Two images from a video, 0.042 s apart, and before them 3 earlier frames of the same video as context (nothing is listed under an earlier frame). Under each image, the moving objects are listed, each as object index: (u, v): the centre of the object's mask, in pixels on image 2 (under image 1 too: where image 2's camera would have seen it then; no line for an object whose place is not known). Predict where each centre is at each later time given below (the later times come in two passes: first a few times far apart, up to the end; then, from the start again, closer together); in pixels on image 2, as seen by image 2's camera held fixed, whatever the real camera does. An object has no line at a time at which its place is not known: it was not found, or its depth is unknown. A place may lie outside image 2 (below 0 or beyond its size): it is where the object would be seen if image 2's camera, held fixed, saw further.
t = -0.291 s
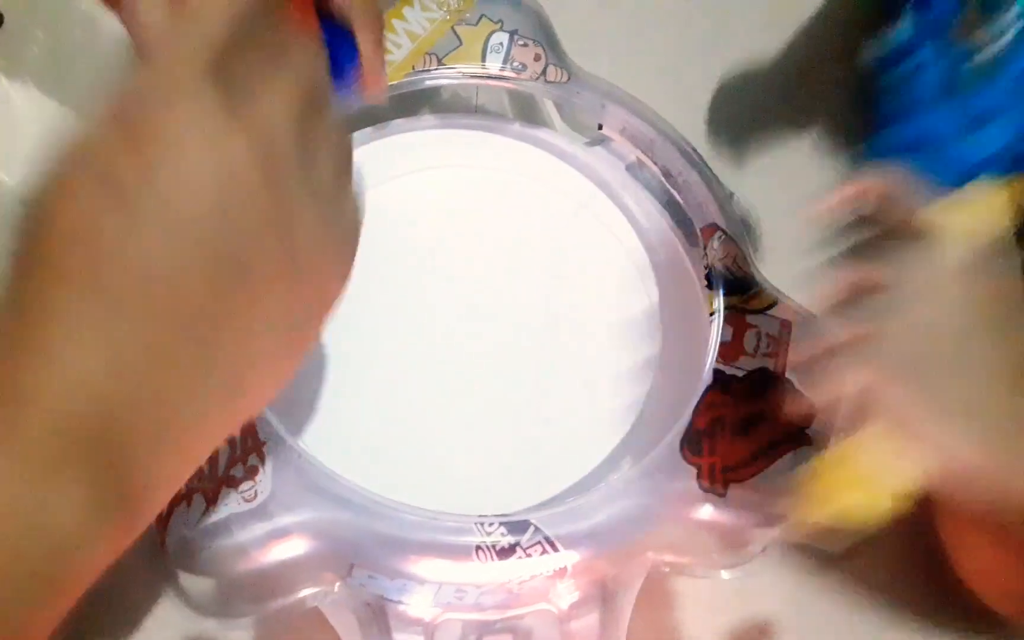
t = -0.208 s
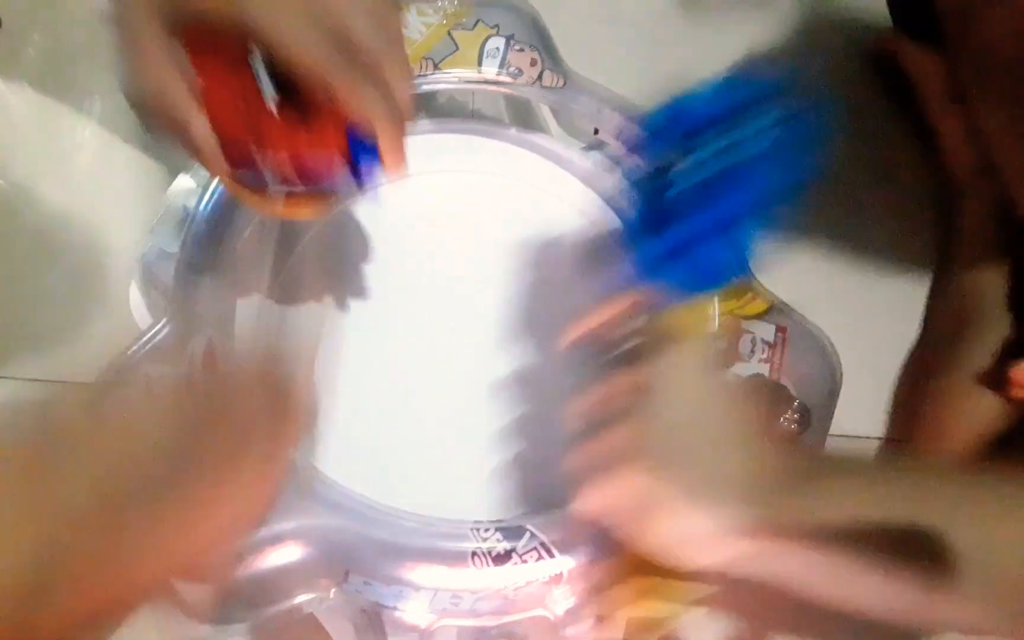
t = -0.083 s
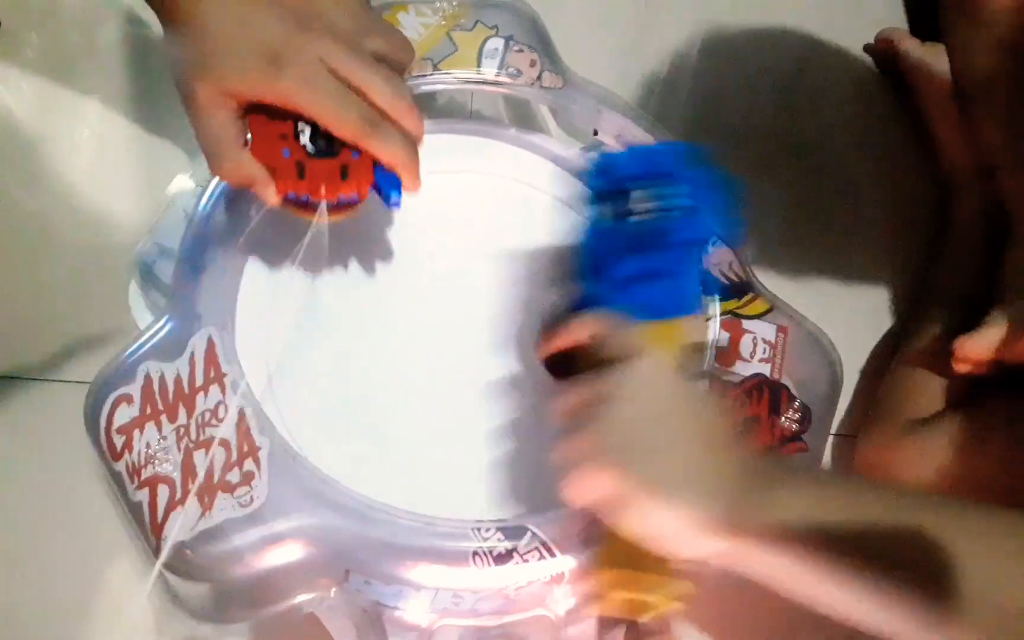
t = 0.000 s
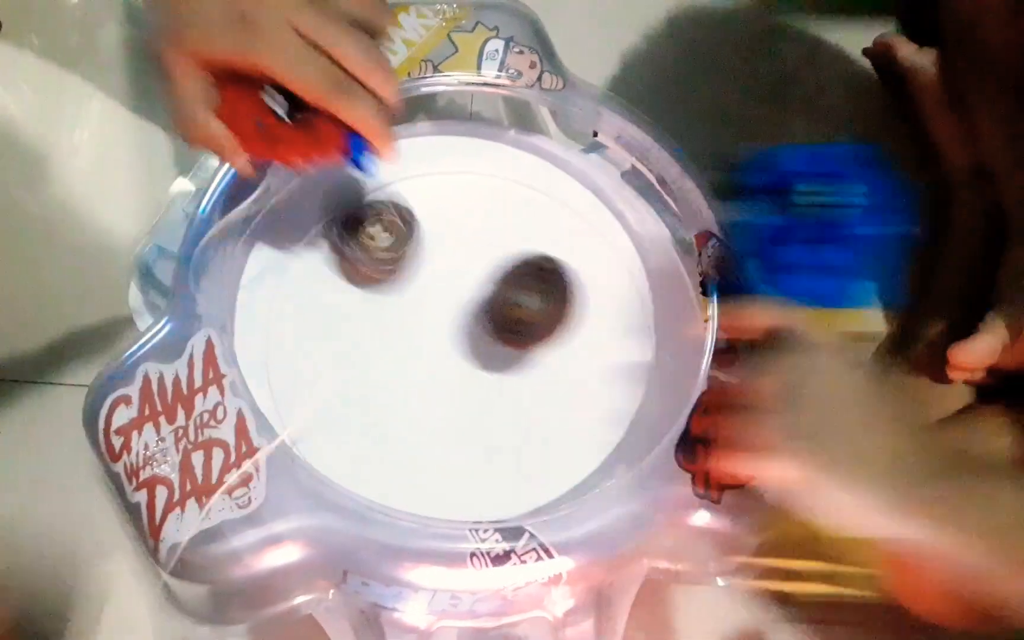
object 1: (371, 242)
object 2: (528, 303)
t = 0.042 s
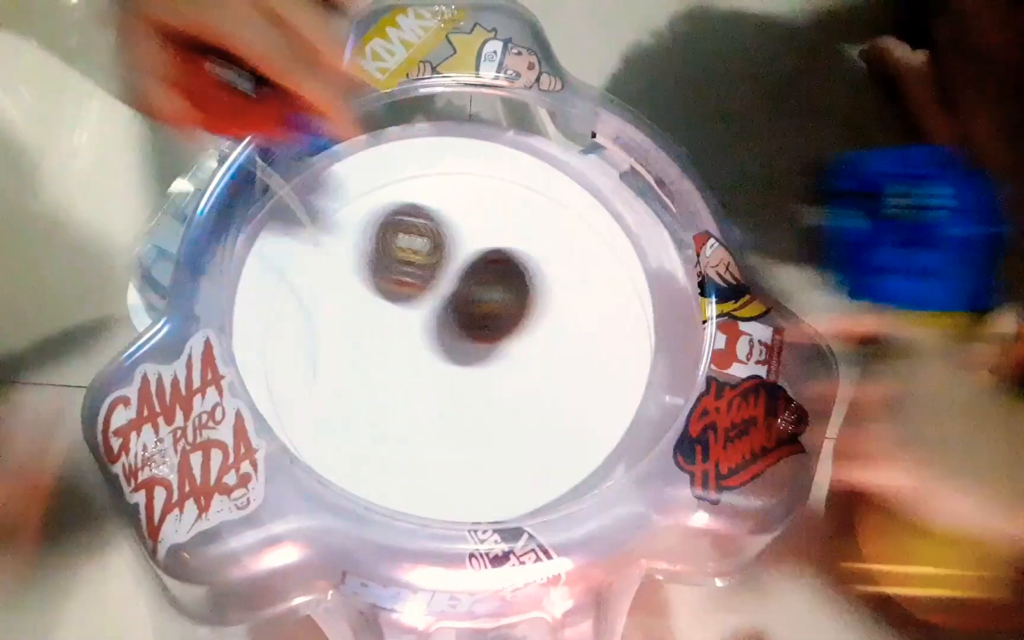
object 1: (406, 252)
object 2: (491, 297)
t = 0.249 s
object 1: (429, 358)
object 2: (519, 314)
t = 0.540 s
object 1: (461, 476)
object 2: (565, 257)
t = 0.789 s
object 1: (481, 383)
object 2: (543, 230)
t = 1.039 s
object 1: (480, 267)
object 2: (536, 202)
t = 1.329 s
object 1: (463, 347)
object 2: (502, 230)
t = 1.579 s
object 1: (486, 428)
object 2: (412, 308)
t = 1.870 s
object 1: (484, 386)
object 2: (309, 273)
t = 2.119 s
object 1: (463, 297)
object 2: (368, 227)
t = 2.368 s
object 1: (555, 310)
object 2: (416, 269)
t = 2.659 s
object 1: (537, 350)
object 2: (404, 416)
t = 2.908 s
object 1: (423, 338)
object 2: (328, 428)
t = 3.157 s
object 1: (407, 270)
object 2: (373, 364)
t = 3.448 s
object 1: (498, 199)
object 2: (523, 382)
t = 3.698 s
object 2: (545, 465)
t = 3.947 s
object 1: (443, 395)
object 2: (459, 492)
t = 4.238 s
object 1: (336, 231)
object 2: (423, 387)
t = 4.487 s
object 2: (513, 273)
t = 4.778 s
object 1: (488, 381)
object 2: (637, 337)
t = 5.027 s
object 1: (405, 469)
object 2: (556, 382)
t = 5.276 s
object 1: (361, 312)
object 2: (472, 295)
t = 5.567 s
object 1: (395, 198)
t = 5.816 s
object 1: (444, 294)
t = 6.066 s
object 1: (417, 451)
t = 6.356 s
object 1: (485, 368)
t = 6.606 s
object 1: (495, 244)
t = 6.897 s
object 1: (457, 244)
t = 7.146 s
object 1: (420, 337)
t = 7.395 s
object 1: (485, 392)
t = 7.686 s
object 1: (572, 320)
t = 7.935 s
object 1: (584, 285)
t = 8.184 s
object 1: (503, 302)
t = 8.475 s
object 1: (419, 304)
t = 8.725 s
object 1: (400, 316)
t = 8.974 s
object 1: (430, 333)
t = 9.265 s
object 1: (459, 332)
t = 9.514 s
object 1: (427, 296)
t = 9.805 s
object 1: (397, 290)
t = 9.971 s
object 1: (356, 311)
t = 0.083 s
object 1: (418, 266)
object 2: (476, 294)
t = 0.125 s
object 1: (427, 263)
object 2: (477, 297)
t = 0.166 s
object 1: (422, 303)
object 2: (491, 299)
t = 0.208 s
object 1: (431, 326)
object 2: (507, 305)
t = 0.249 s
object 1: (429, 358)
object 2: (519, 314)
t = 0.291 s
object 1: (430, 384)
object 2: (536, 313)
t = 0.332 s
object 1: (431, 415)
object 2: (547, 298)
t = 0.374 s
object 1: (435, 438)
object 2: (559, 286)
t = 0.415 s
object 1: (441, 458)
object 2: (565, 281)
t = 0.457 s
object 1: (448, 469)
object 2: (567, 270)
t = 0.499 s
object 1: (455, 475)
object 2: (567, 264)
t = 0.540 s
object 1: (461, 476)
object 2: (565, 257)
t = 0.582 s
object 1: (467, 471)
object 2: (561, 252)
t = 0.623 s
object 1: (472, 462)
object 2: (557, 246)
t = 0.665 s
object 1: (476, 447)
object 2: (553, 241)
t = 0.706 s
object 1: (478, 428)
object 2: (549, 237)
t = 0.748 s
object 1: (480, 407)
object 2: (546, 234)
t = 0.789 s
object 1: (481, 383)
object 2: (543, 230)
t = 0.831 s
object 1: (481, 360)
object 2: (541, 225)
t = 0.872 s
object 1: (482, 335)
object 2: (540, 221)
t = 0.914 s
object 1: (481, 313)
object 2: (539, 216)
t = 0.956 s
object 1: (481, 293)
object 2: (539, 211)
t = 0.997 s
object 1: (481, 278)
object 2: (537, 207)
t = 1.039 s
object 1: (480, 267)
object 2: (536, 202)
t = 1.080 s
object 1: (476, 267)
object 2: (534, 199)
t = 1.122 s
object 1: (471, 272)
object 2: (531, 197)
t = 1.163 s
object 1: (467, 282)
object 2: (527, 197)
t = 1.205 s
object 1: (464, 295)
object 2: (523, 201)
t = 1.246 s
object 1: (462, 311)
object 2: (517, 208)
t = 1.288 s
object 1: (461, 329)
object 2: (510, 218)
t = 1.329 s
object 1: (463, 347)
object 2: (502, 230)
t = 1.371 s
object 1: (466, 366)
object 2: (493, 245)
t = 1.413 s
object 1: (470, 383)
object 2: (482, 262)
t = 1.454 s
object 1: (474, 398)
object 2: (469, 278)
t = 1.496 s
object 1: (479, 411)
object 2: (453, 291)
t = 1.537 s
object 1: (483, 421)
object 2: (433, 302)
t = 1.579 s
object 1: (486, 428)
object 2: (412, 308)
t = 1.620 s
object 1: (489, 431)
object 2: (390, 311)
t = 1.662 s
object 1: (490, 432)
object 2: (370, 311)
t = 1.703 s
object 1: (491, 428)
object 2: (352, 308)
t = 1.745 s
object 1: (490, 422)
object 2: (337, 303)
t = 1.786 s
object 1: (489, 412)
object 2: (324, 295)
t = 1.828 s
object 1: (487, 400)
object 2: (315, 285)
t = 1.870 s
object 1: (484, 386)
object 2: (309, 273)
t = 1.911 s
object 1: (480, 371)
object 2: (305, 259)
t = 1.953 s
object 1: (477, 355)
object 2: (303, 244)
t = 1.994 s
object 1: (473, 338)
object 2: (314, 234)
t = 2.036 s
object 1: (469, 323)
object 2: (330, 228)
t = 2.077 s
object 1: (466, 308)
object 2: (348, 226)
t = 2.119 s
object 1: (463, 297)
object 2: (368, 227)
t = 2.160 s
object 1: (462, 286)
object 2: (388, 232)
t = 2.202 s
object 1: (483, 288)
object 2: (393, 231)
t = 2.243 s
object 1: (504, 292)
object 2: (397, 235)
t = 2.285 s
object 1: (523, 298)
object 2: (402, 243)
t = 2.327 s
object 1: (540, 304)
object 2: (409, 255)
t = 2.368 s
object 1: (555, 310)
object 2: (416, 269)
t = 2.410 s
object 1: (565, 318)
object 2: (423, 286)
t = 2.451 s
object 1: (571, 325)
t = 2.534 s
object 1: (570, 338)
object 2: (428, 351)
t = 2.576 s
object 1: (563, 343)
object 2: (423, 374)
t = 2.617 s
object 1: (552, 348)
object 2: (414, 397)
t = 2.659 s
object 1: (537, 350)
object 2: (404, 416)
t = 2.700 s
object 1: (520, 352)
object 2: (392, 432)
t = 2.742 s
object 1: (501, 352)
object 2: (379, 442)
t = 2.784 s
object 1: (481, 351)
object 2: (365, 446)
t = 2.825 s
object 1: (460, 348)
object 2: (352, 443)
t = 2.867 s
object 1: (441, 343)
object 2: (340, 437)
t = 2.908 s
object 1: (423, 338)
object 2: (328, 428)
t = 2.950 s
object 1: (409, 331)
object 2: (321, 419)
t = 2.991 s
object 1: (398, 323)
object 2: (320, 408)
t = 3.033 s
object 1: (393, 314)
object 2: (328, 394)
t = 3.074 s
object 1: (392, 304)
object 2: (340, 380)
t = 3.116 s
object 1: (397, 290)
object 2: (357, 366)
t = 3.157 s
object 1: (407, 270)
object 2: (373, 364)
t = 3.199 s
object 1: (420, 250)
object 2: (393, 361)
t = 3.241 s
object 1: (434, 232)
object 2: (415, 358)
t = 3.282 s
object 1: (448, 218)
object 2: (437, 357)
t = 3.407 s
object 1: (487, 197)
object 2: (504, 373)
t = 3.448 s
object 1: (498, 199)
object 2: (523, 382)
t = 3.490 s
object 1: (507, 206)
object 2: (537, 393)
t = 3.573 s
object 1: (519, 230)
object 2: (554, 419)
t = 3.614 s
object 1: (522, 248)
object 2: (555, 434)
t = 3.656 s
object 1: (522, 269)
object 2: (553, 451)
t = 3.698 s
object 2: (545, 465)
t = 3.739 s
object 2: (532, 476)
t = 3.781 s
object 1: (506, 342)
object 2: (517, 485)
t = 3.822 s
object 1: (496, 366)
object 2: (500, 489)
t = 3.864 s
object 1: (483, 389)
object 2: (485, 489)
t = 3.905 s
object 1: (466, 405)
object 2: (469, 486)
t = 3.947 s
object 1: (443, 395)
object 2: (459, 492)
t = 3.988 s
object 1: (417, 366)
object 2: (453, 494)
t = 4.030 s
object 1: (393, 340)
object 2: (444, 490)
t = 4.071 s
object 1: (373, 314)
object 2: (435, 483)
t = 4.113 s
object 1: (357, 288)
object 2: (427, 468)
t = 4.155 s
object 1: (346, 265)
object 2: (424, 444)
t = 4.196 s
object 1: (339, 247)
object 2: (422, 416)
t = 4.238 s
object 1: (336, 231)
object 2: (423, 387)
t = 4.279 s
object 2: (428, 360)
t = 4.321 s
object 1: (340, 211)
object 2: (438, 335)
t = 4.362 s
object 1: (348, 208)
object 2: (453, 312)
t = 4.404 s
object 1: (359, 211)
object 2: (471, 294)
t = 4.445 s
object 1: (371, 219)
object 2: (491, 281)
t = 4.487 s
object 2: (513, 273)
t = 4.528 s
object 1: (400, 246)
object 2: (536, 269)
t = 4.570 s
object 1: (415, 263)
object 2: (559, 269)
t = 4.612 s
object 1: (431, 284)
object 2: (583, 274)
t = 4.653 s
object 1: (446, 308)
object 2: (606, 283)
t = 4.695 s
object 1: (461, 332)
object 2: (628, 297)
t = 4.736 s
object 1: (475, 357)
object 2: (643, 315)
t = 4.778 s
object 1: (488, 381)
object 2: (637, 337)
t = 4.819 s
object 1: (498, 403)
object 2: (625, 360)
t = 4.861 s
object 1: (504, 421)
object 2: (606, 380)
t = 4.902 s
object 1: (495, 440)
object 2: (589, 393)
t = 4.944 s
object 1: (467, 459)
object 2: (583, 391)
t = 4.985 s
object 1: (436, 471)
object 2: (571, 388)
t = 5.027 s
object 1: (405, 469)
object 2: (556, 382)
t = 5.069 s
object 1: (382, 460)
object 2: (537, 374)
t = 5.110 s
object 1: (364, 439)
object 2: (519, 364)
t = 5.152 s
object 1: (355, 410)
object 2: (503, 349)
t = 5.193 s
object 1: (352, 377)
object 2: (489, 333)
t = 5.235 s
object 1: (355, 344)
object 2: (478, 314)
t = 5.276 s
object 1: (361, 312)
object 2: (472, 295)
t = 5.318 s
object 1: (372, 282)
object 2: (468, 277)
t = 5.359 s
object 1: (378, 257)
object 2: (471, 259)
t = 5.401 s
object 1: (377, 236)
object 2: (486, 241)
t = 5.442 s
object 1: (378, 218)
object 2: (499, 225)
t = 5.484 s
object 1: (382, 206)
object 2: (513, 210)
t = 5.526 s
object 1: (387, 199)
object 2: (527, 196)
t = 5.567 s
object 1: (395, 198)
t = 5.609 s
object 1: (403, 203)
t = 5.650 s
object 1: (414, 212)
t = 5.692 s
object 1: (424, 226)
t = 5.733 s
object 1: (434, 245)
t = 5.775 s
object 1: (444, 265)
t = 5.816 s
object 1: (444, 294)
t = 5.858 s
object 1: (437, 327)
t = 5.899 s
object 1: (428, 359)
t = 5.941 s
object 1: (422, 390)
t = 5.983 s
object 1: (417, 416)
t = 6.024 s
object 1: (416, 436)
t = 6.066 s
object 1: (417, 451)
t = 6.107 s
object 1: (422, 457)
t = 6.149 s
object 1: (430, 456)
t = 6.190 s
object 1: (440, 449)
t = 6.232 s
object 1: (453, 434)
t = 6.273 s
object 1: (465, 416)
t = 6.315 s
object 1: (477, 393)
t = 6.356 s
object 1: (485, 368)
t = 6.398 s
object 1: (492, 343)
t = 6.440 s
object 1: (496, 319)
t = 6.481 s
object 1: (497, 295)
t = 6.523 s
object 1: (497, 275)
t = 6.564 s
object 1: (497, 258)
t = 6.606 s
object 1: (495, 244)
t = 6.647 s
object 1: (492, 234)
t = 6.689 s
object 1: (489, 227)
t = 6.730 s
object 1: (484, 223)
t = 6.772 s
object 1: (479, 224)
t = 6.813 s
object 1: (473, 228)
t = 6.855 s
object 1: (466, 234)
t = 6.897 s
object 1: (457, 244)
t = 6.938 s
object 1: (448, 256)
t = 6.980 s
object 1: (438, 270)
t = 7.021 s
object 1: (429, 286)
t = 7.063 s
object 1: (422, 303)
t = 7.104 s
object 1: (420, 319)
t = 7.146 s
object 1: (420, 337)
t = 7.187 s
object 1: (426, 353)
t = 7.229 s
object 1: (435, 368)
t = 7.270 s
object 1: (447, 382)
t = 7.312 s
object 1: (459, 390)
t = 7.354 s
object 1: (470, 394)
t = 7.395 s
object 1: (485, 392)
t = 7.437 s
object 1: (501, 387)
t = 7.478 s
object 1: (513, 378)
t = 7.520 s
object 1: (522, 368)
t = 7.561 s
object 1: (526, 356)
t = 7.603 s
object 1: (530, 344)
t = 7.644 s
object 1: (554, 331)
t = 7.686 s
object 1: (572, 320)
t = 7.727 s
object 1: (583, 310)
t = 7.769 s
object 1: (587, 302)
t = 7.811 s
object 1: (583, 297)
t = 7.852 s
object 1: (580, 295)
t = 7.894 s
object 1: (584, 290)
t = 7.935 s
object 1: (584, 285)
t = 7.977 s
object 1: (579, 283)
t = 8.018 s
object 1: (569, 285)
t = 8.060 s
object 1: (555, 287)
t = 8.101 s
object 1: (539, 291)
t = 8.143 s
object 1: (521, 297)
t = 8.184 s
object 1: (503, 302)
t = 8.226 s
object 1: (488, 297)
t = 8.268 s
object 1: (475, 293)
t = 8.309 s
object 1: (462, 291)
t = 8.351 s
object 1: (449, 291)
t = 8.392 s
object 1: (438, 293)
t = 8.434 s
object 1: (427, 299)
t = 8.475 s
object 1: (419, 304)
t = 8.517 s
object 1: (412, 308)
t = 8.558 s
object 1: (405, 308)
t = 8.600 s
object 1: (400, 309)
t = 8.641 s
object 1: (398, 311)
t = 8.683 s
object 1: (399, 314)
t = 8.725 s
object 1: (400, 316)
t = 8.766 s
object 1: (399, 315)
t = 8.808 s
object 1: (400, 317)
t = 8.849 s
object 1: (404, 319)
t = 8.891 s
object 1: (411, 322)
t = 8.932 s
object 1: (420, 327)
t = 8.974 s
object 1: (430, 333)
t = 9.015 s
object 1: (440, 337)
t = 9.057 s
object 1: (444, 338)
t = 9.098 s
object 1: (449, 340)
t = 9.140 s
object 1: (455, 341)
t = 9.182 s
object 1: (455, 338)
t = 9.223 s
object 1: (457, 335)
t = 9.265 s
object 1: (459, 332)
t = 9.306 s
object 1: (461, 330)
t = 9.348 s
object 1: (464, 327)
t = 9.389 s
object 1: (456, 320)
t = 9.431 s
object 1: (443, 310)
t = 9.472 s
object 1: (434, 302)
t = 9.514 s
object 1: (427, 296)
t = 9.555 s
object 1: (424, 291)
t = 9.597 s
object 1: (423, 287)
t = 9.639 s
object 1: (423, 285)
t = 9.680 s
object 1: (424, 284)
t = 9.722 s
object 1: (425, 285)
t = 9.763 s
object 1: (419, 287)
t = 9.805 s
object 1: (397, 290)
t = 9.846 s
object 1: (380, 293)
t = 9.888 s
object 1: (365, 299)
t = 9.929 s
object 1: (357, 305)
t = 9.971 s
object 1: (356, 311)
